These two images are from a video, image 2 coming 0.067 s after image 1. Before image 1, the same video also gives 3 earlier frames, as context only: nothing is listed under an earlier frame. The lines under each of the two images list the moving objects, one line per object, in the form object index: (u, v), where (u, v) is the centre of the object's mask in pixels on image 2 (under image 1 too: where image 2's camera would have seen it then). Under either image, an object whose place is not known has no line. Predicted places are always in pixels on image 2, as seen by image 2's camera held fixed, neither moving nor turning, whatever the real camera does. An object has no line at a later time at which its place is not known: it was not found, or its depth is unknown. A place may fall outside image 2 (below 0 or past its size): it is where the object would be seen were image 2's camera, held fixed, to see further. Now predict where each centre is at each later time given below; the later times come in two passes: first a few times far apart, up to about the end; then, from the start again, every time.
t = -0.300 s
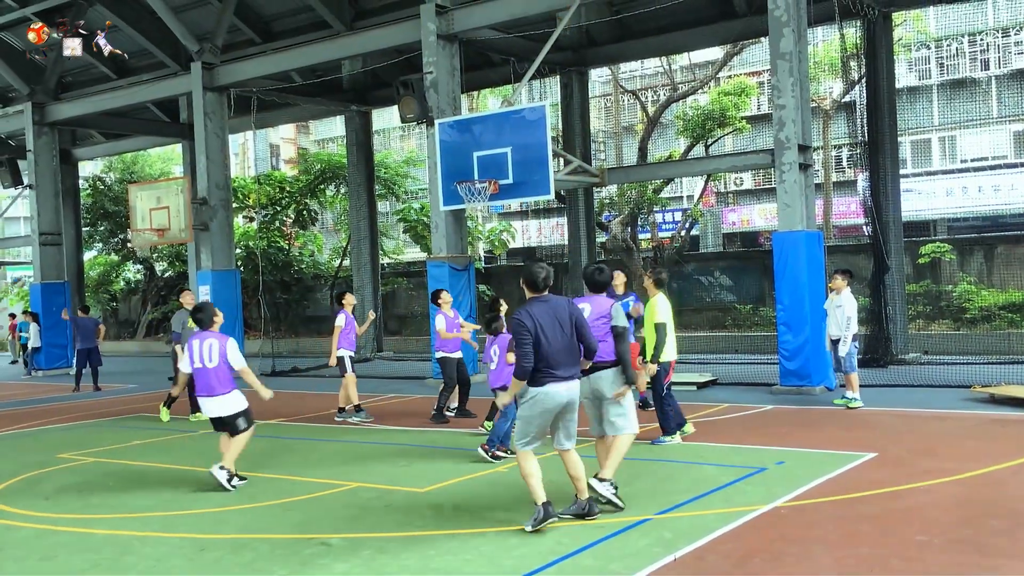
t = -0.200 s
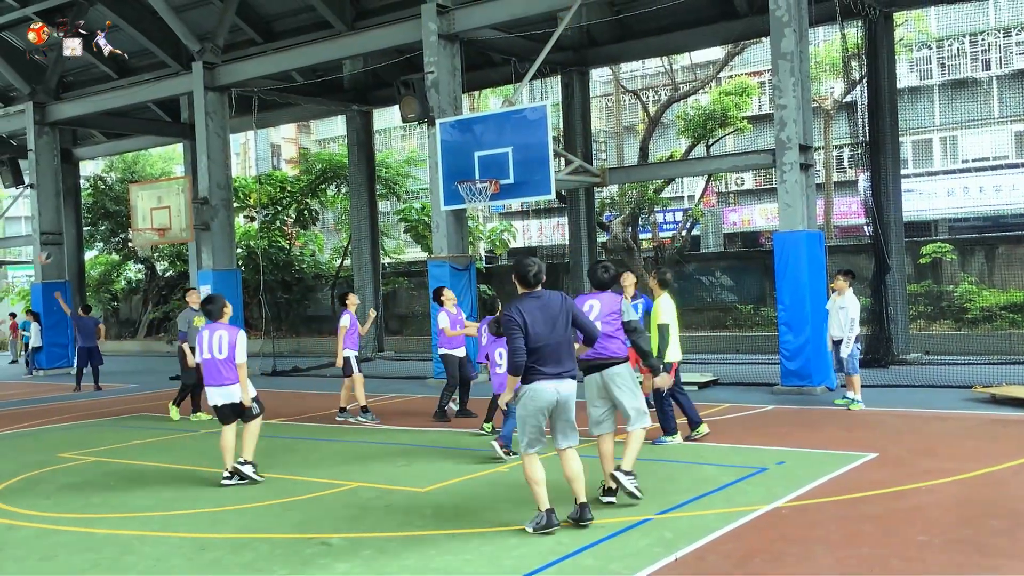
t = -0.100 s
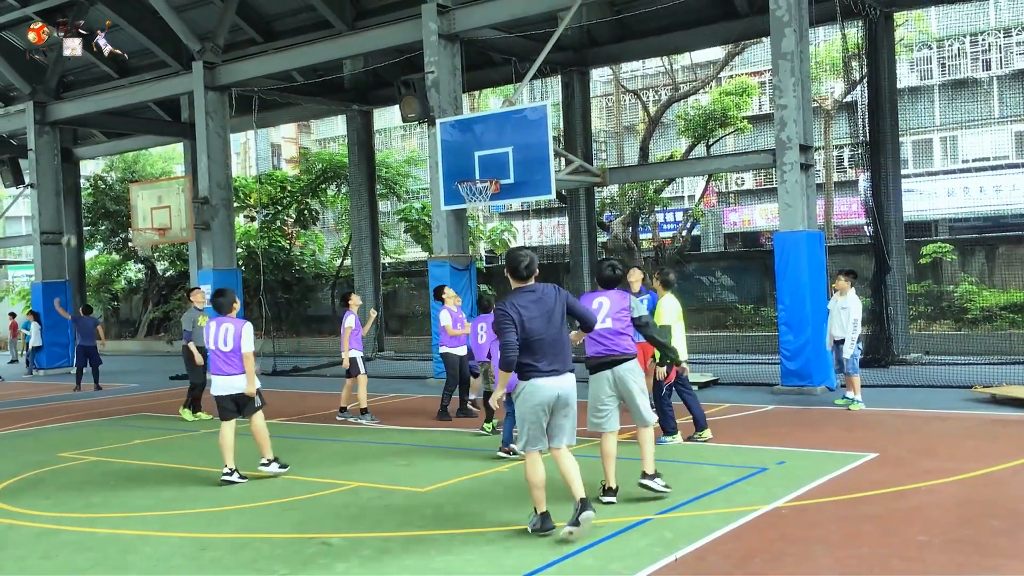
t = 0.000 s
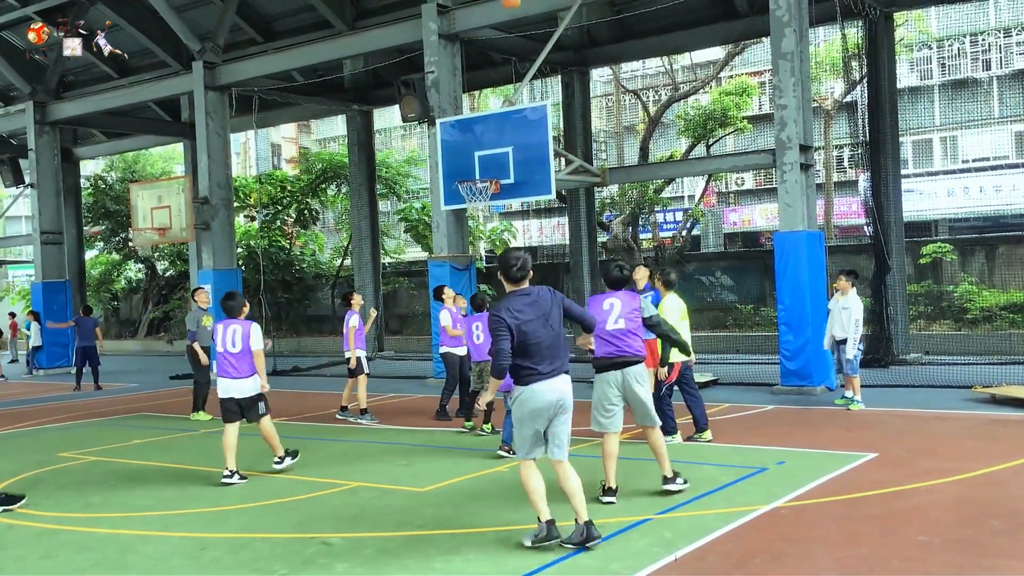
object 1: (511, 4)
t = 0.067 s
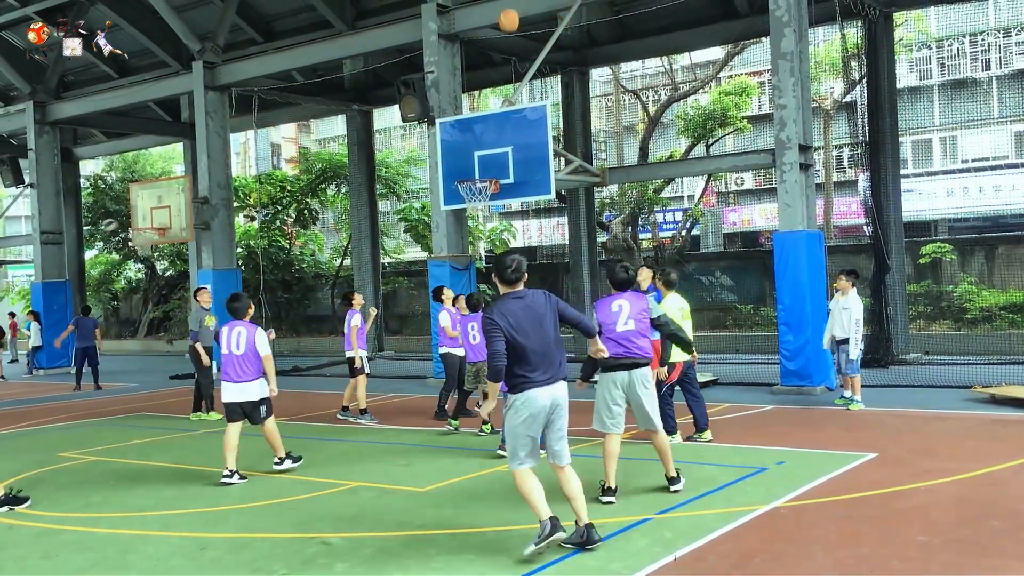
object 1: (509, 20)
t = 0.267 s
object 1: (506, 103)
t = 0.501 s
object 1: (511, 184)
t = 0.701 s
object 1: (522, 211)
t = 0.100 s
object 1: (508, 32)
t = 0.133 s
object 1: (507, 46)
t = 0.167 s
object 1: (507, 59)
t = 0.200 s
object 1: (507, 73)
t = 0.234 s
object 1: (506, 87)
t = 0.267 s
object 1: (506, 103)
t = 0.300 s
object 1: (506, 119)
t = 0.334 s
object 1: (506, 135)
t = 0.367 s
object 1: (506, 152)
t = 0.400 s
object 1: (505, 170)
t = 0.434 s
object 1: (505, 181)
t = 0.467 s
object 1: (509, 183)
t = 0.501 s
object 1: (511, 184)
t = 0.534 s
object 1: (513, 187)
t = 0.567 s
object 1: (515, 189)
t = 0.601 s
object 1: (516, 193)
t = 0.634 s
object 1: (518, 198)
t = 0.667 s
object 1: (520, 205)
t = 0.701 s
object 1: (522, 211)
